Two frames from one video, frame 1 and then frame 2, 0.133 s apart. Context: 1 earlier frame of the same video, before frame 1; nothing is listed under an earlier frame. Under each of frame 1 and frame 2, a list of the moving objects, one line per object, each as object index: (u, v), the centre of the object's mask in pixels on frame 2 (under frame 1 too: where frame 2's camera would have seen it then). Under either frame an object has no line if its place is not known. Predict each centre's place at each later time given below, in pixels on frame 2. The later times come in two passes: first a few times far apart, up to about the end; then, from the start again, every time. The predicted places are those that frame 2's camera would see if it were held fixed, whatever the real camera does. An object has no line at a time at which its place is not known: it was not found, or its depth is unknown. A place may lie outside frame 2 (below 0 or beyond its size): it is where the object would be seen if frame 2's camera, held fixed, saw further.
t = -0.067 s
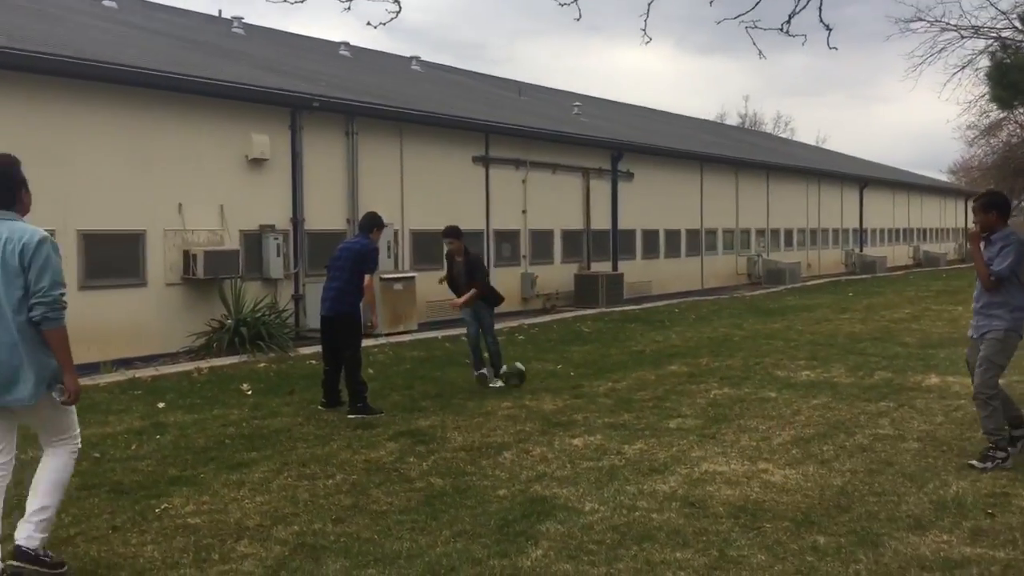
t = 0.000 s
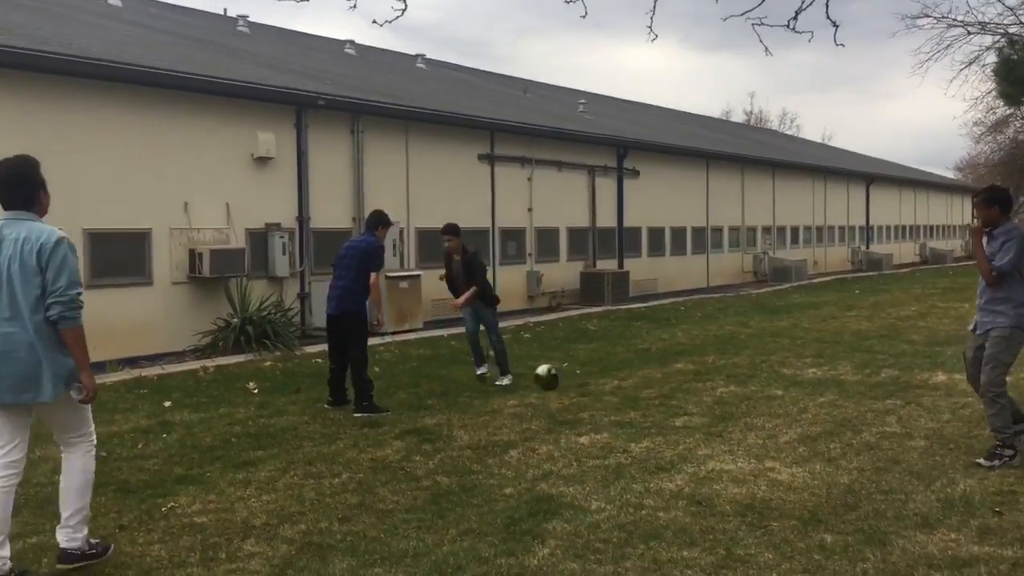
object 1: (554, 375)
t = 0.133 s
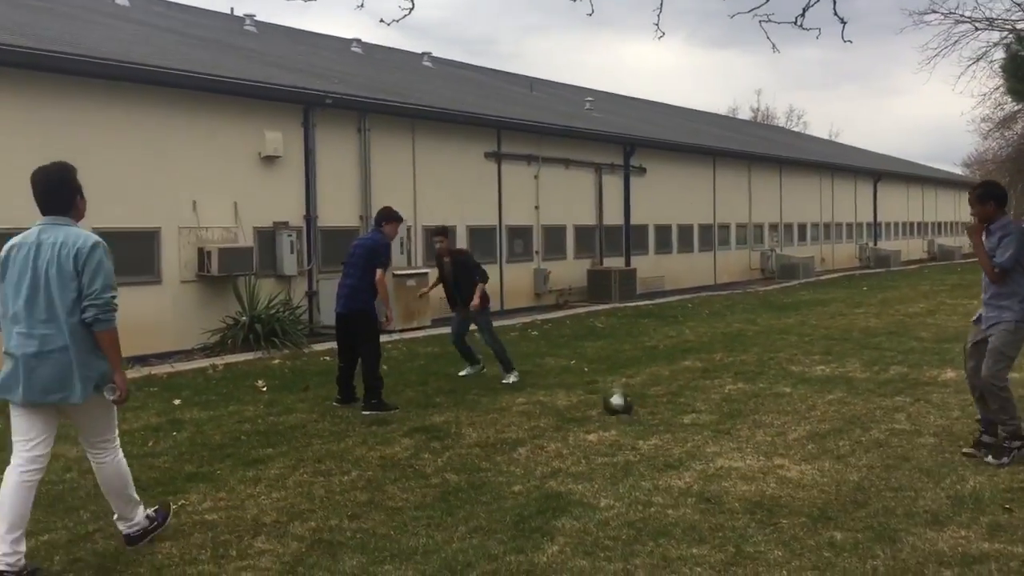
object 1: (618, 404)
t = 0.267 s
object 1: (664, 400)
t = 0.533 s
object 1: (767, 429)
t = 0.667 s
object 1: (819, 439)
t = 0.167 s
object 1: (628, 401)
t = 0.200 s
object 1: (641, 398)
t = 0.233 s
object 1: (652, 398)
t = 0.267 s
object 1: (664, 400)
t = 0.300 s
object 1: (677, 402)
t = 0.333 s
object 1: (689, 406)
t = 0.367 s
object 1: (702, 412)
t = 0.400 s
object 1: (716, 420)
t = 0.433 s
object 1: (730, 425)
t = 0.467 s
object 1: (743, 425)
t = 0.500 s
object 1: (755, 426)
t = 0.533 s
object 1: (767, 429)
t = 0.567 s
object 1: (780, 432)
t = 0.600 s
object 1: (792, 435)
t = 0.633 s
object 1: (807, 436)
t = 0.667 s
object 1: (819, 439)
